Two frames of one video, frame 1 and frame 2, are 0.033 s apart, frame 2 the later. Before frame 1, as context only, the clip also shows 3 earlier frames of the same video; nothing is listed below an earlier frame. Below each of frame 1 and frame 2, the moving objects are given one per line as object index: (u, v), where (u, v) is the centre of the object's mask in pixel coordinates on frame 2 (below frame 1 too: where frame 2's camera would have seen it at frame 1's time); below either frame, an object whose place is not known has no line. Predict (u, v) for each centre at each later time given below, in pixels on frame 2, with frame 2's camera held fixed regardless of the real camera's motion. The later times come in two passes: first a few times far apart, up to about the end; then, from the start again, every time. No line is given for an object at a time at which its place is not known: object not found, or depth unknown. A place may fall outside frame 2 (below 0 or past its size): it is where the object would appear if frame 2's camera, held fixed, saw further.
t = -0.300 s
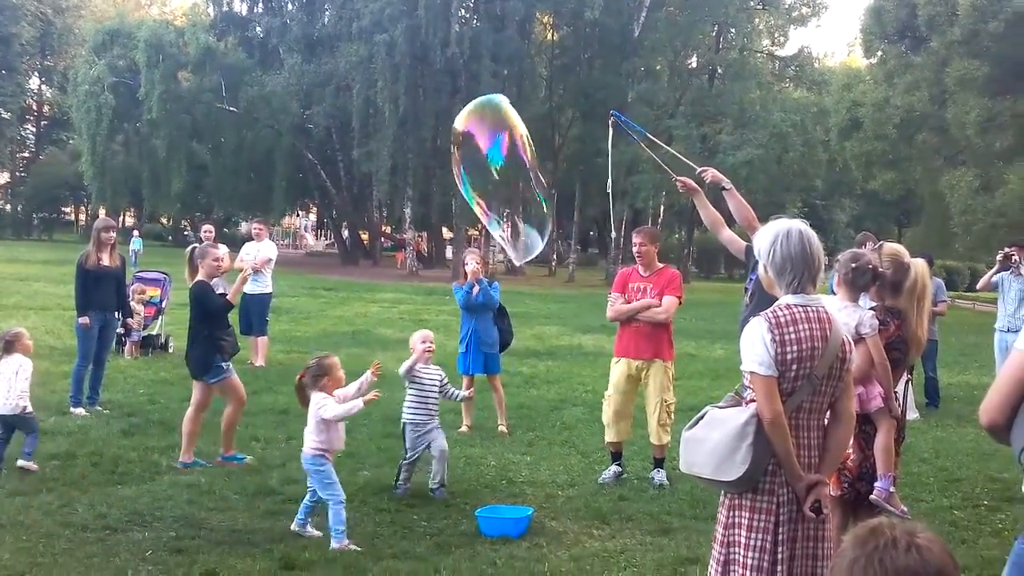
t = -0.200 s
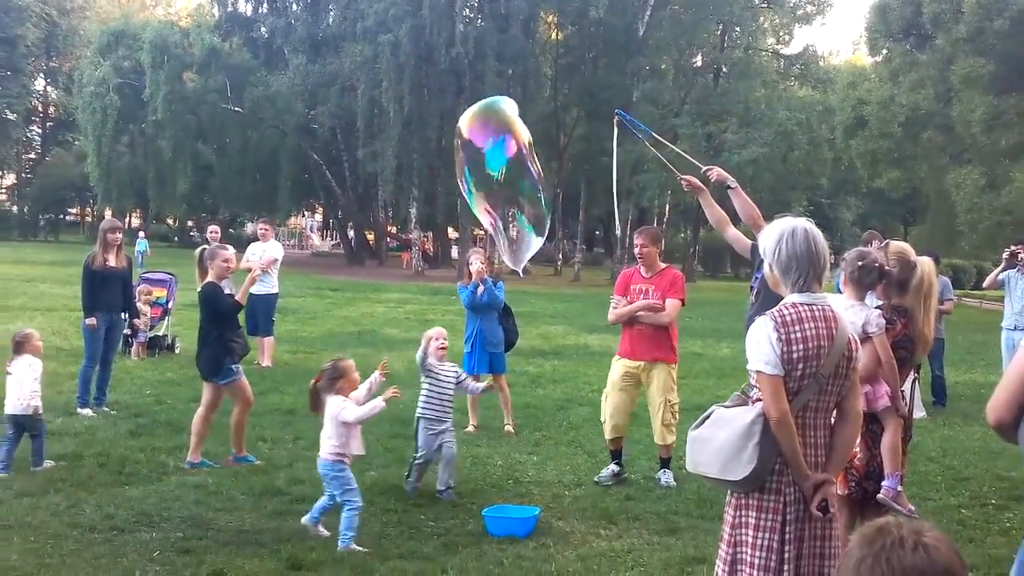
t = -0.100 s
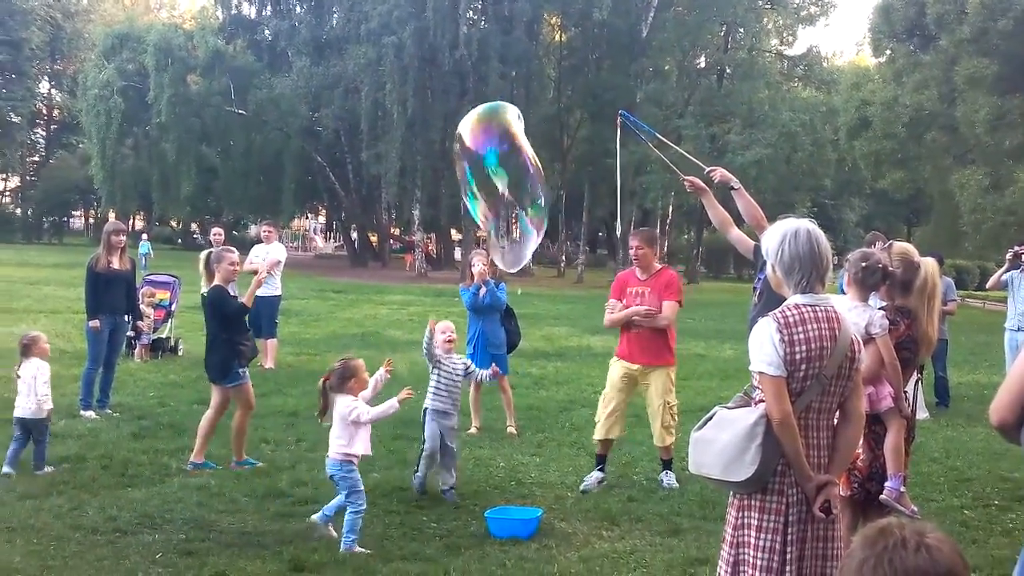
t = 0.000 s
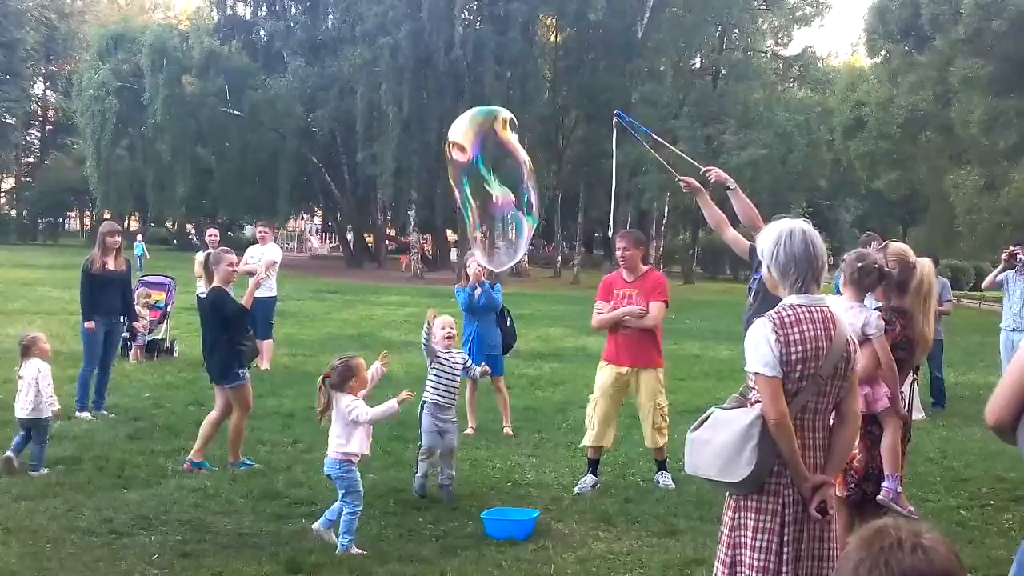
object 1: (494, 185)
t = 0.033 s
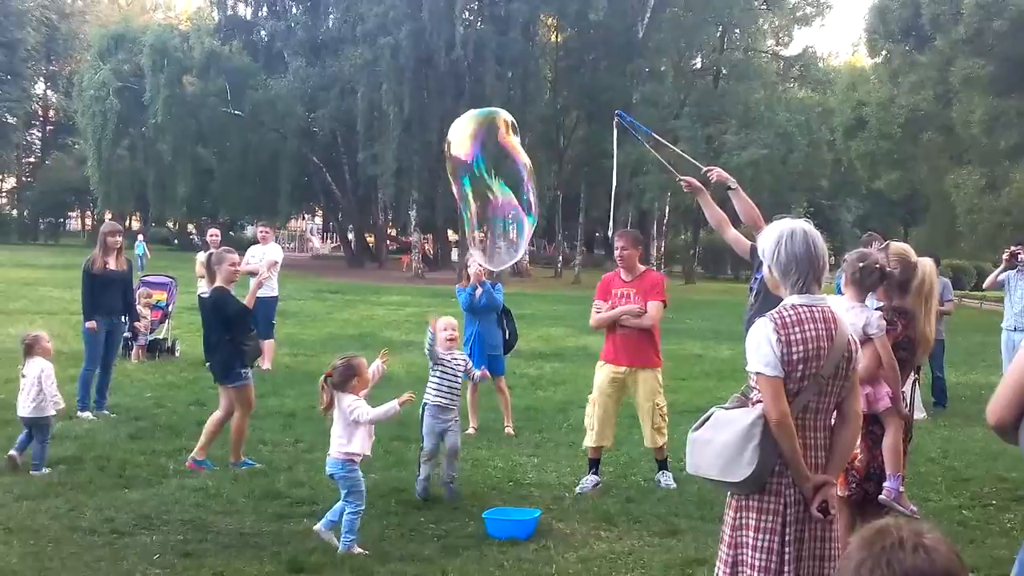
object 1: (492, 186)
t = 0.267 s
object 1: (482, 192)
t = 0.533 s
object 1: (471, 197)
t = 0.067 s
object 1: (491, 187)
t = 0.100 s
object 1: (489, 187)
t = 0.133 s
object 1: (488, 188)
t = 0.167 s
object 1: (486, 189)
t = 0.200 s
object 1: (485, 190)
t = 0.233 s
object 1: (483, 191)
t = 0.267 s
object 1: (482, 192)
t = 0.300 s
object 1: (480, 192)
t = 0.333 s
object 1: (479, 193)
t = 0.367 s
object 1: (478, 195)
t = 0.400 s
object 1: (477, 195)
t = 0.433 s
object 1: (476, 196)
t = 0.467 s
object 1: (475, 197)
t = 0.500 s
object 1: (473, 197)
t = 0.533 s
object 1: (471, 197)
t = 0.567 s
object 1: (470, 198)
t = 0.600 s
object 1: (469, 198)
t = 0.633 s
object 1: (467, 199)
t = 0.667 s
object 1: (465, 199)
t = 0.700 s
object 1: (464, 199)
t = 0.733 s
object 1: (463, 200)
